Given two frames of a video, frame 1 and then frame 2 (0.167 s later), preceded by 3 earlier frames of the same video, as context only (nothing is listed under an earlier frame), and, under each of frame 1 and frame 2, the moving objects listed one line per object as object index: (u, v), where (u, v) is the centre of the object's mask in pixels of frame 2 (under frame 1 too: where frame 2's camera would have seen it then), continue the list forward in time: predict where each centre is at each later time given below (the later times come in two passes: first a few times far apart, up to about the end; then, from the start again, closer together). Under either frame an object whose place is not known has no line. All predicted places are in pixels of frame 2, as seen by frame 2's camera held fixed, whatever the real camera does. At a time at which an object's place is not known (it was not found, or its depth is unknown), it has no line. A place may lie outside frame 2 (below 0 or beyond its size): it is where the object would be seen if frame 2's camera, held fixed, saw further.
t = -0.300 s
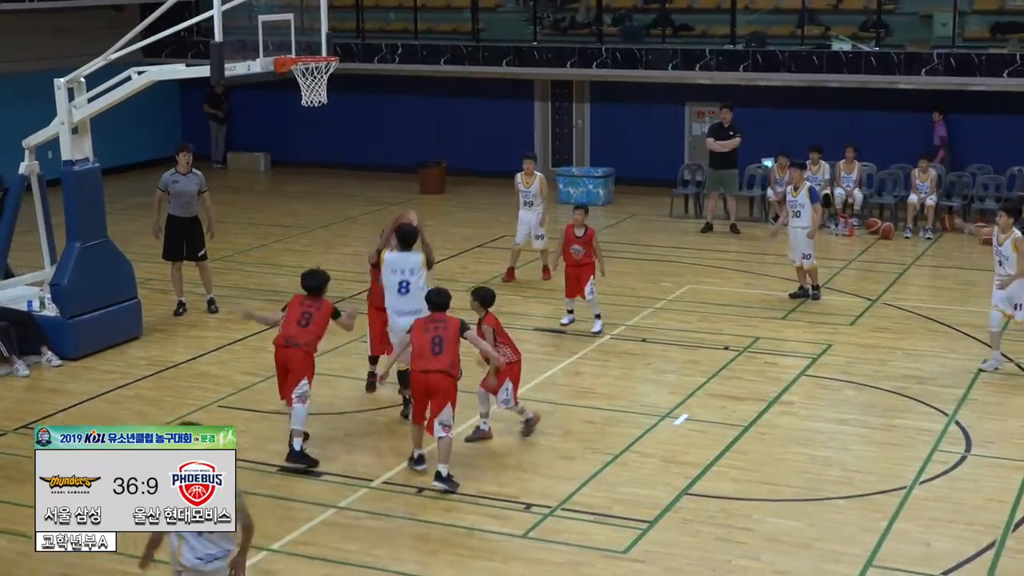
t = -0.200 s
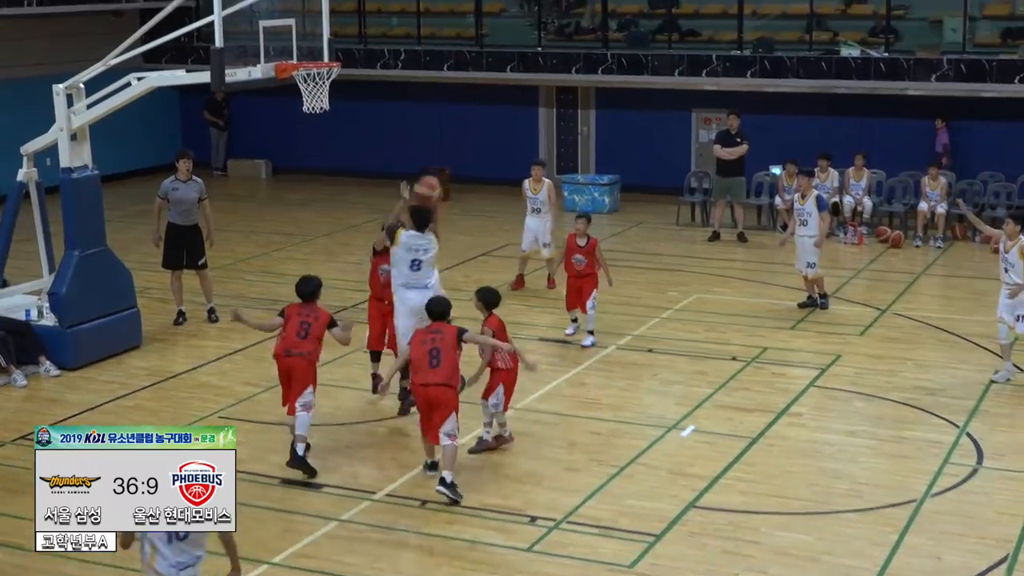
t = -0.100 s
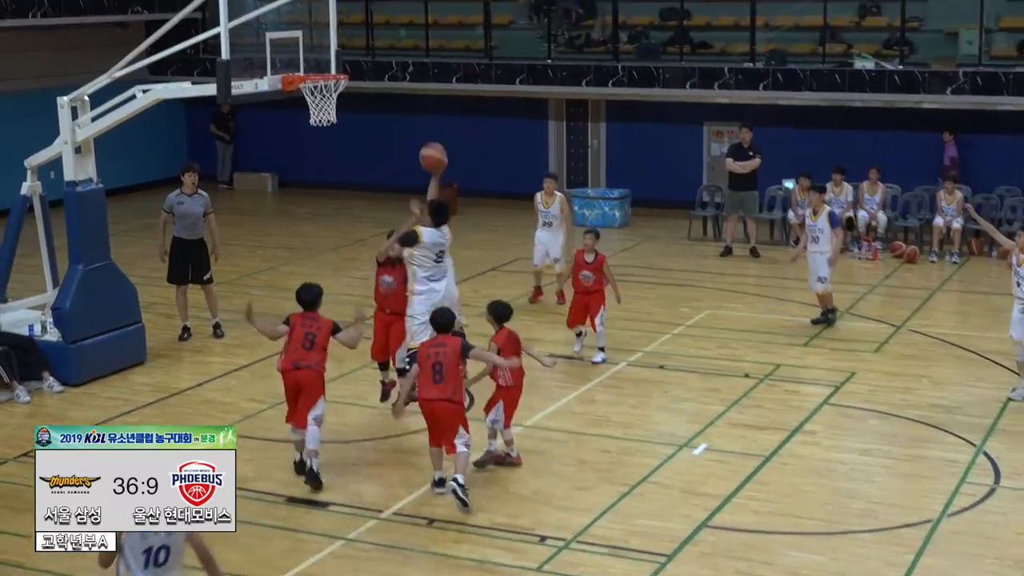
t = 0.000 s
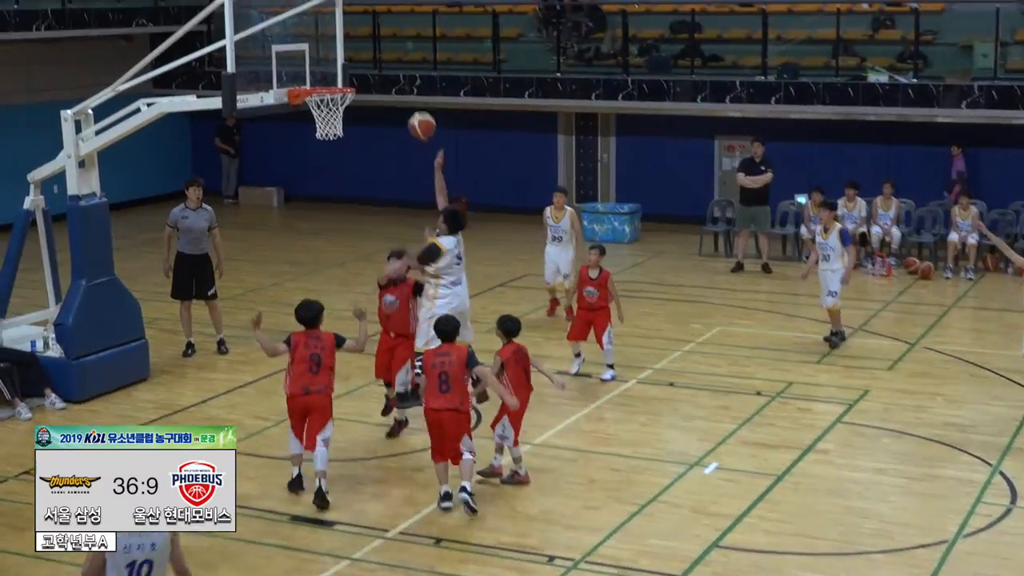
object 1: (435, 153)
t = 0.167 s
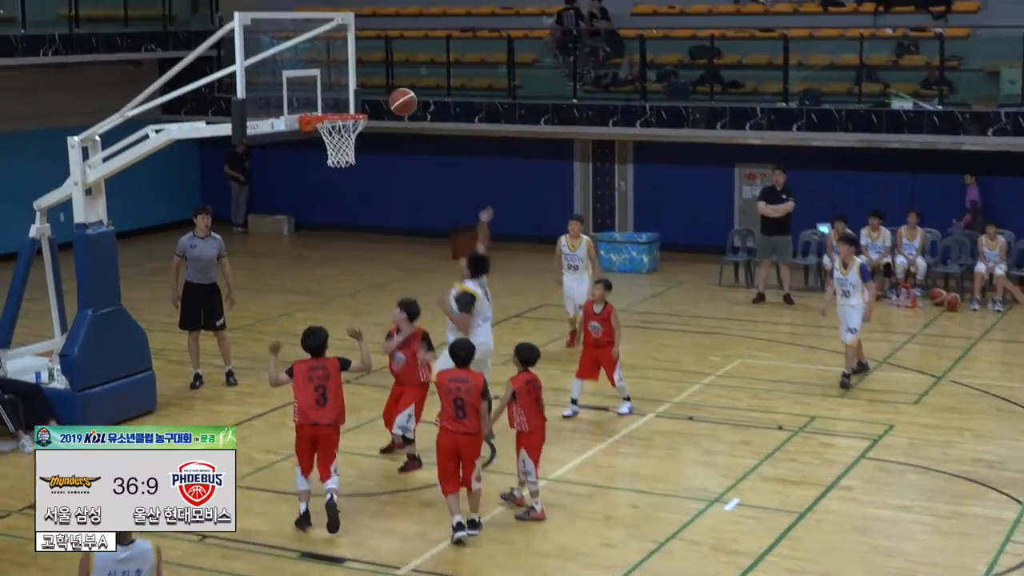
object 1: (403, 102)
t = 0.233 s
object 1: (390, 91)
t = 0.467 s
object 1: (348, 91)
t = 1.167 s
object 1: (368, 228)
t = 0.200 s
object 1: (396, 96)
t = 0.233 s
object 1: (390, 91)
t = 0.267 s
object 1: (385, 87)
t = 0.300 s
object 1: (378, 83)
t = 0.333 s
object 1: (372, 83)
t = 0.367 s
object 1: (366, 83)
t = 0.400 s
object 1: (360, 84)
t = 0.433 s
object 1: (354, 87)
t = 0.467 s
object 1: (348, 91)
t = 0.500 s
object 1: (342, 96)
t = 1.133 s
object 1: (367, 214)
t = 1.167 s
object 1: (368, 228)
